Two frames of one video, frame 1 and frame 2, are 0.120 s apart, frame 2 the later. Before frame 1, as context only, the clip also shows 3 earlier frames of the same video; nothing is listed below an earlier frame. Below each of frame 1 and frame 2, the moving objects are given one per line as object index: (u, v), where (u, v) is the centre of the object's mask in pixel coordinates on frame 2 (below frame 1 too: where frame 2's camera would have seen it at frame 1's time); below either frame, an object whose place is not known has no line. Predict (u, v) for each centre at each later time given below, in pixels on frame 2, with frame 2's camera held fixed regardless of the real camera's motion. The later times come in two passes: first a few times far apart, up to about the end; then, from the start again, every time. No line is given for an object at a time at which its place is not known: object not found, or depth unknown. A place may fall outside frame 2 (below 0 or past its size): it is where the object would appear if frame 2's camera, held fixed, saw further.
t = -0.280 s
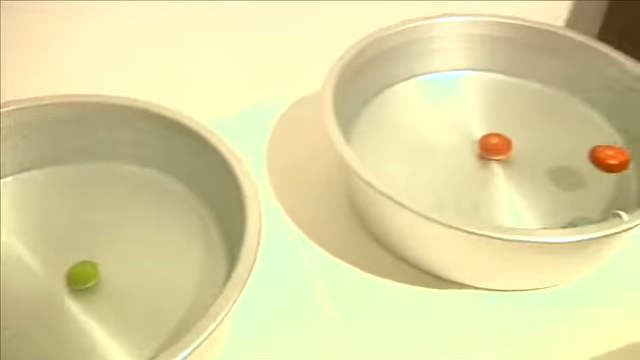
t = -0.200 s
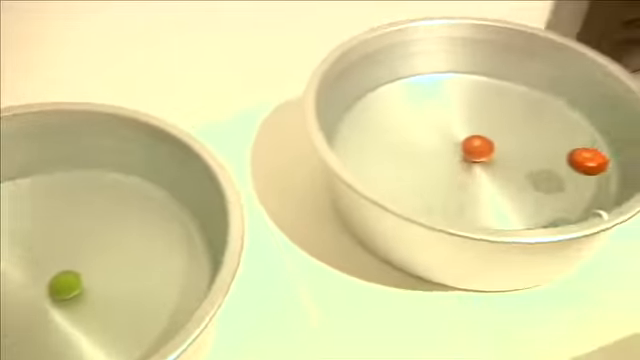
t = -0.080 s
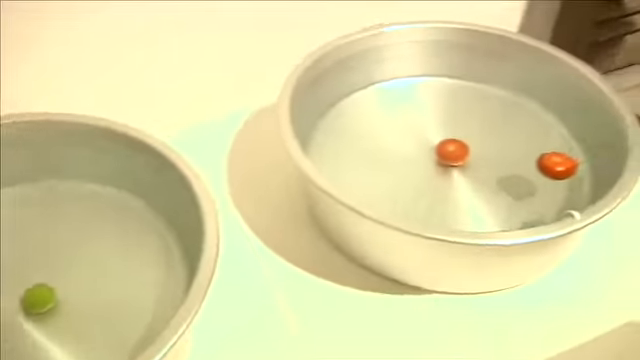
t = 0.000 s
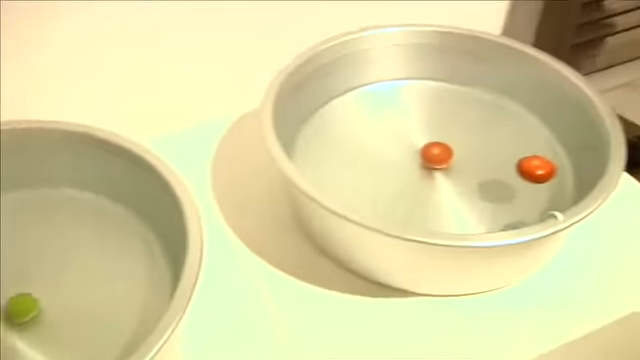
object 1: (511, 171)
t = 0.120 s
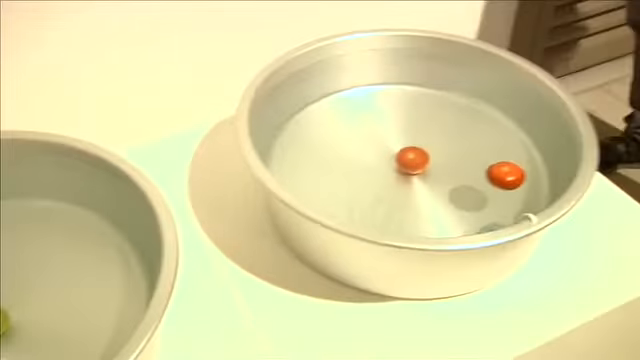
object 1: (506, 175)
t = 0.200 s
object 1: (502, 178)
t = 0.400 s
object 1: (491, 183)
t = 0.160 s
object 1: (504, 176)
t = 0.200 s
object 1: (502, 178)
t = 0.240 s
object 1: (500, 179)
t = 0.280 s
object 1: (498, 180)
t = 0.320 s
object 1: (496, 181)
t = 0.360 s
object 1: (493, 182)
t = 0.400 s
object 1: (491, 183)
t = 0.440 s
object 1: (489, 184)
